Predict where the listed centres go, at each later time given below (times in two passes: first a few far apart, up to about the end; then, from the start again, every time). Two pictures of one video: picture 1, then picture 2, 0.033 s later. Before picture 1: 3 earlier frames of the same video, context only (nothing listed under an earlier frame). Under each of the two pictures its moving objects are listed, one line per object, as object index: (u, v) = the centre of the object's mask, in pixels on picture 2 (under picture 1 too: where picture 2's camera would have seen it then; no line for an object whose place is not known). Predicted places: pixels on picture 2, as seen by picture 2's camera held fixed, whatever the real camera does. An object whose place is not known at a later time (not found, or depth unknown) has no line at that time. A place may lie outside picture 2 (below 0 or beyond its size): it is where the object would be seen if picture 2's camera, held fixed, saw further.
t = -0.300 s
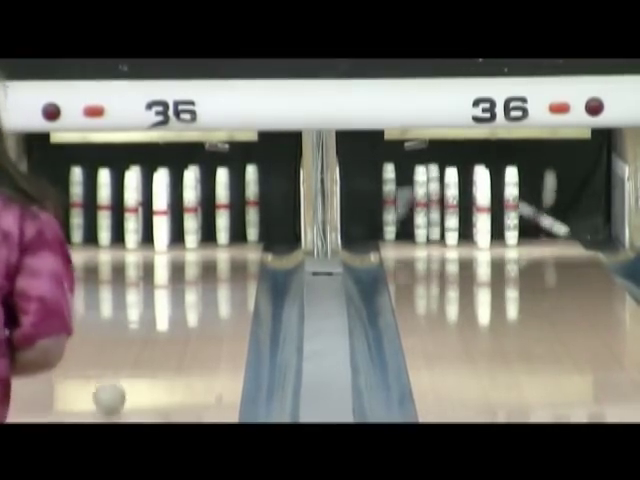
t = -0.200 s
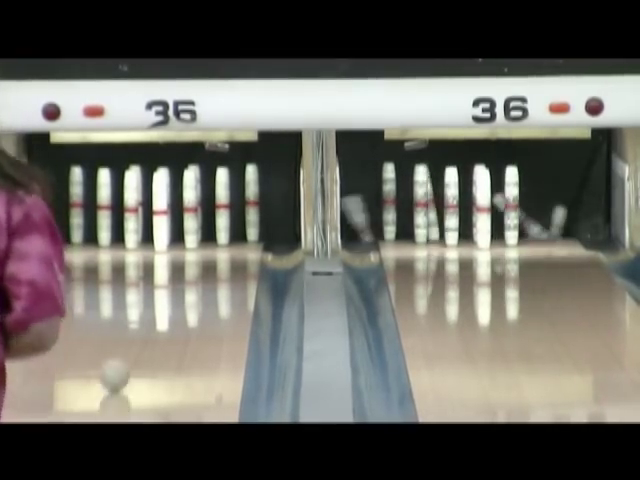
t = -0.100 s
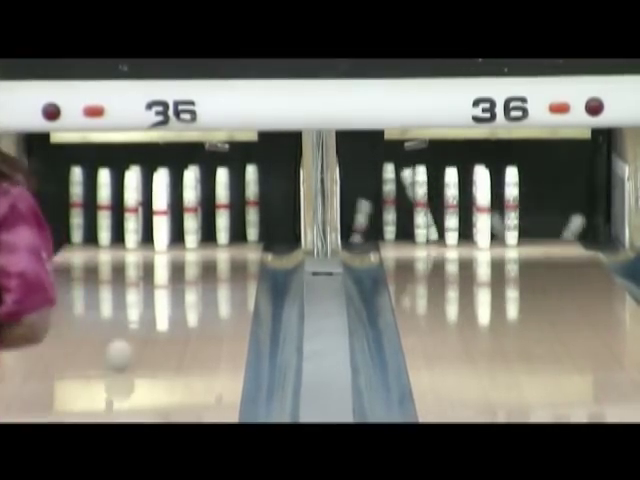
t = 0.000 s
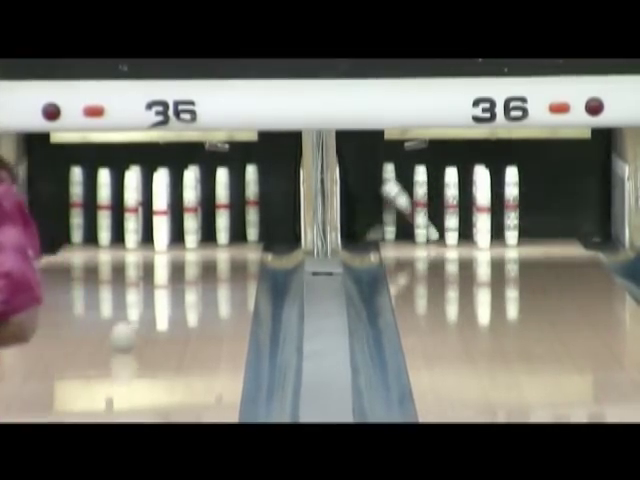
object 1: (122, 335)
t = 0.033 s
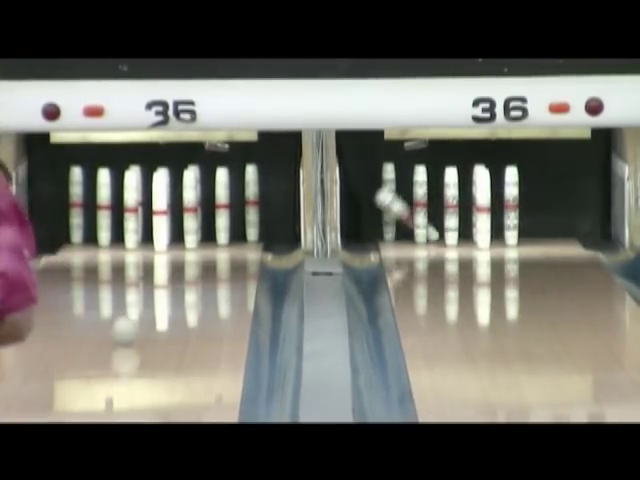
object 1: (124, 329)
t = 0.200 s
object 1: (130, 304)
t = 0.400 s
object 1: (137, 278)
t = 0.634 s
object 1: (144, 253)
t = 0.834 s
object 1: (136, 240)
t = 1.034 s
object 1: (83, 230)
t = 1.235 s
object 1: (44, 235)
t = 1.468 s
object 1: (50, 234)
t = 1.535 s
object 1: (51, 235)
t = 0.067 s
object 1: (125, 324)
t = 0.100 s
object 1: (127, 320)
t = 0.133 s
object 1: (128, 314)
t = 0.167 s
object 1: (129, 308)
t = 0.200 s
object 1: (130, 304)
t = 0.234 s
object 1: (131, 300)
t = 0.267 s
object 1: (132, 295)
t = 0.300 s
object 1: (133, 292)
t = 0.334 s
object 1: (136, 285)
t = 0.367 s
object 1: (136, 282)
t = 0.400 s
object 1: (137, 278)
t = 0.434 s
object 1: (139, 275)
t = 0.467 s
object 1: (140, 271)
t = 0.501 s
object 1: (140, 267)
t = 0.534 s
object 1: (141, 264)
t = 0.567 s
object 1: (142, 262)
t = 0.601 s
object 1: (142, 259)
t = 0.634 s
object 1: (144, 253)
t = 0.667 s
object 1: (144, 249)
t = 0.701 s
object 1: (145, 246)
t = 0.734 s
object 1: (146, 244)
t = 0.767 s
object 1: (146, 241)
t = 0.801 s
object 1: (144, 239)
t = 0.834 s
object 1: (136, 240)
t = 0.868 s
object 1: (124, 237)
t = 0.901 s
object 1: (118, 236)
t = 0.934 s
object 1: (105, 233)
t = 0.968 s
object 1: (98, 227)
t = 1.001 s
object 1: (92, 227)
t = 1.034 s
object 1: (83, 230)
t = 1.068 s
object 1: (74, 232)
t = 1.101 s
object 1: (65, 230)
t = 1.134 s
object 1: (54, 228)
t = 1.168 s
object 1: (43, 228)
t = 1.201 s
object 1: (39, 231)
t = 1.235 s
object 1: (44, 235)
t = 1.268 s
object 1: (46, 235)
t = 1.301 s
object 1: (46, 235)
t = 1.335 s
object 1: (47, 234)
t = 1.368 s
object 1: (47, 234)
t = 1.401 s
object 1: (48, 234)
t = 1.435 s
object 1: (49, 234)
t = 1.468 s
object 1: (50, 234)
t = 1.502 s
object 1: (50, 234)
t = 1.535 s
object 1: (51, 235)
